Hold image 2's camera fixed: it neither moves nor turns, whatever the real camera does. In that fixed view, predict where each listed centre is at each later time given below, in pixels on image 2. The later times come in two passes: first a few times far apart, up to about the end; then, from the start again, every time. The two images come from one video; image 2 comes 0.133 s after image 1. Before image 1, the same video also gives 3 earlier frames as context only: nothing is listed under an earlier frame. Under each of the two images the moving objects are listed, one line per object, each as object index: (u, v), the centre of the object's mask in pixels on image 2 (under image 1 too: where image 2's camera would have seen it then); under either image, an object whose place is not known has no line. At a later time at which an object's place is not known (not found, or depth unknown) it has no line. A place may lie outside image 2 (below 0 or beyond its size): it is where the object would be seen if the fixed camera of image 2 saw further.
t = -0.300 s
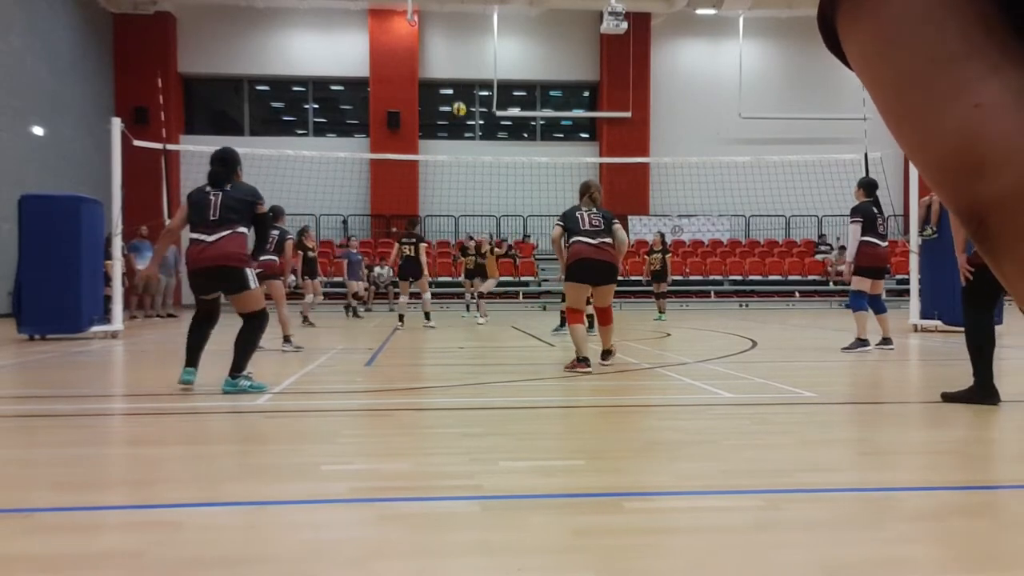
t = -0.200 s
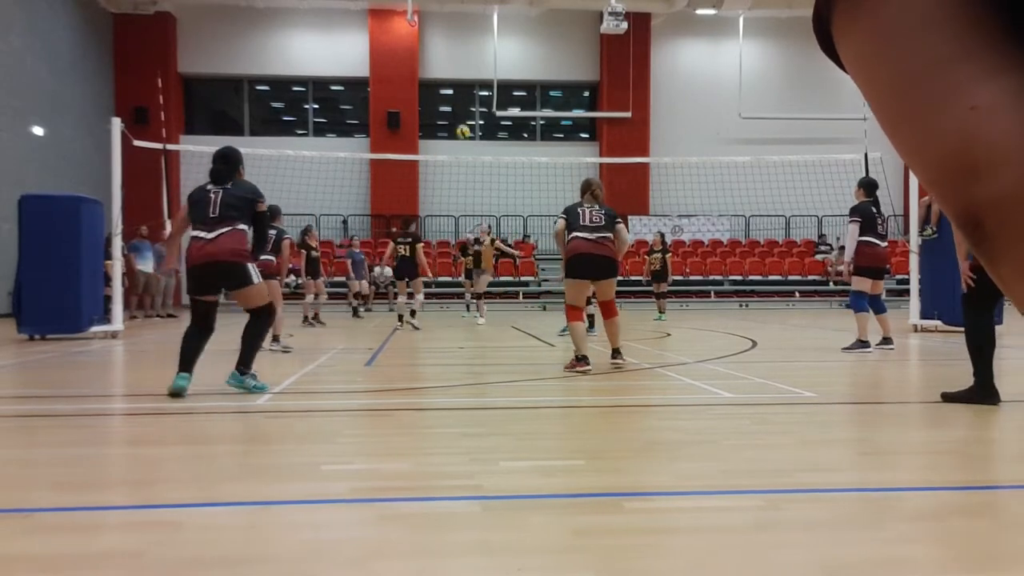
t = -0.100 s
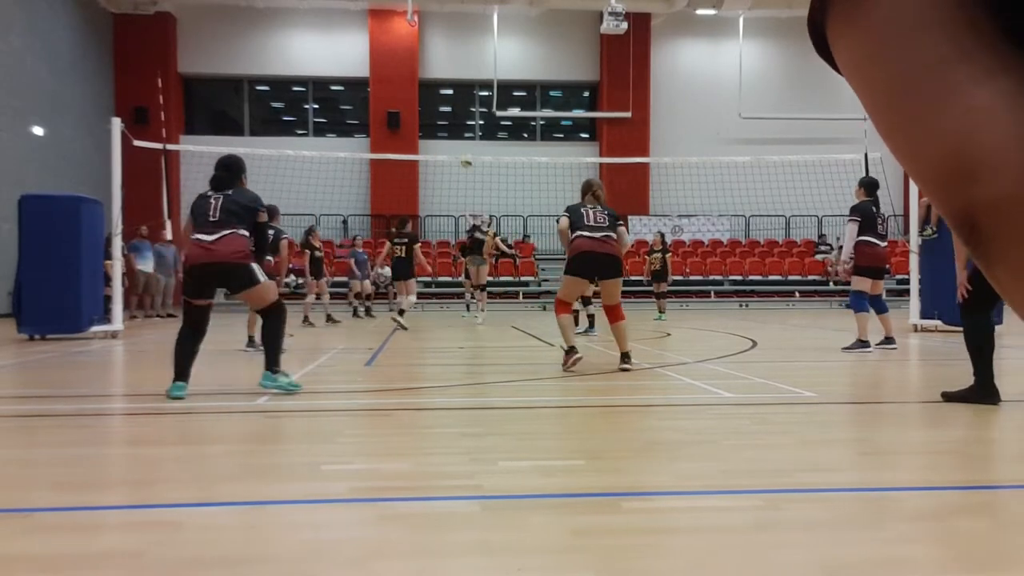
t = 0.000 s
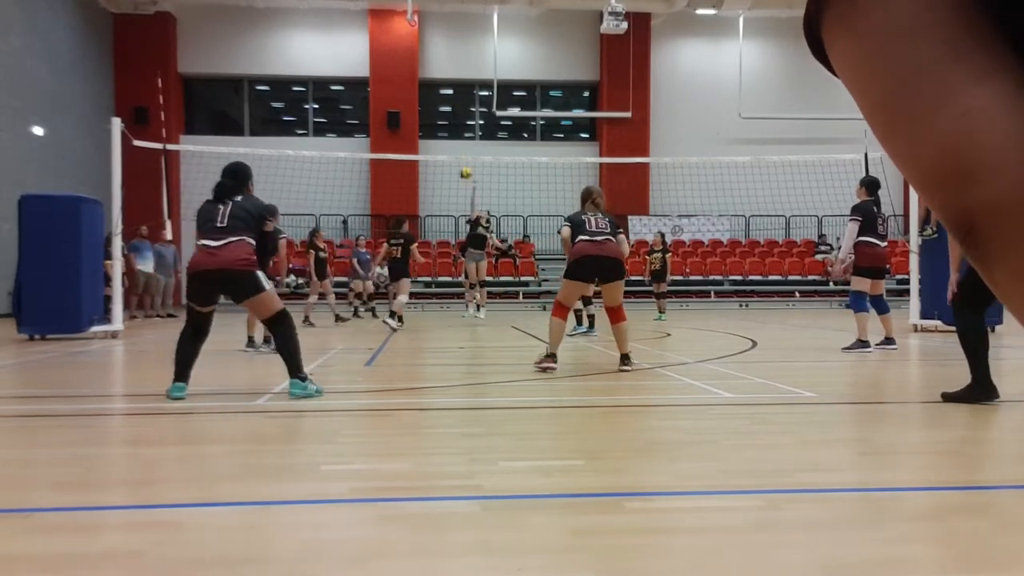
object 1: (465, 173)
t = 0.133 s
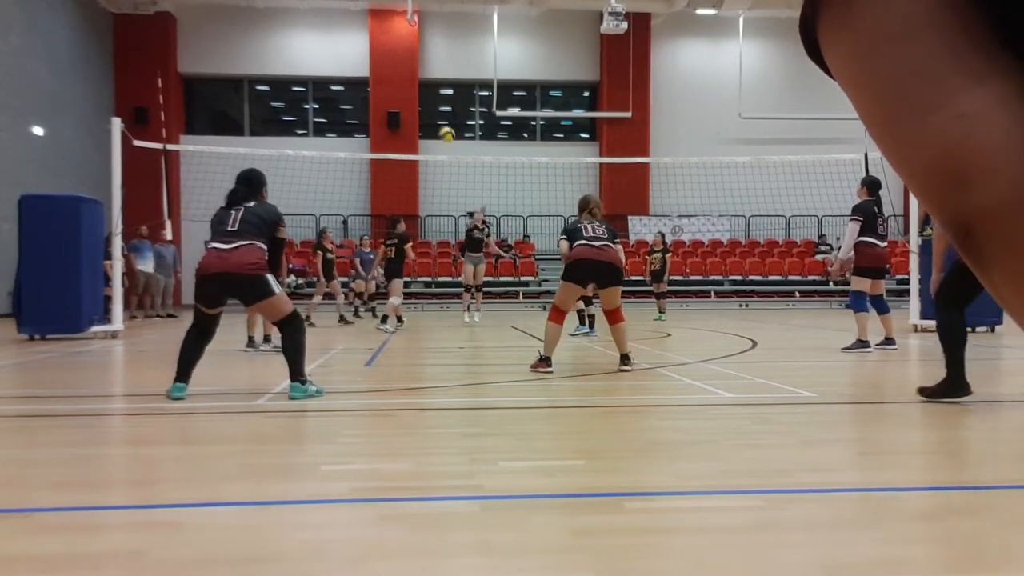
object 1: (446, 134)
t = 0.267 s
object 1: (425, 103)
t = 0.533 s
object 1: (362, 67)
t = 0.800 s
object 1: (255, 100)
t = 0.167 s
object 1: (442, 126)
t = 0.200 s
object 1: (437, 118)
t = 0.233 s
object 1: (430, 110)
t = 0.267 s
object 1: (425, 103)
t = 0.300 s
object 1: (419, 96)
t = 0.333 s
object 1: (412, 89)
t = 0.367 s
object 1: (405, 84)
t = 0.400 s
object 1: (398, 78)
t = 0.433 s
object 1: (389, 74)
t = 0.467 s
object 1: (381, 71)
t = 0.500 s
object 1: (372, 68)
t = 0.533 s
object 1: (362, 67)
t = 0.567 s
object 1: (350, 67)
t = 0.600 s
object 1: (339, 68)
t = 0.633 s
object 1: (327, 70)
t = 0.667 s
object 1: (314, 73)
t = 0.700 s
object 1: (301, 77)
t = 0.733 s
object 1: (287, 83)
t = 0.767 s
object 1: (271, 89)
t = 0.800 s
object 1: (255, 100)
